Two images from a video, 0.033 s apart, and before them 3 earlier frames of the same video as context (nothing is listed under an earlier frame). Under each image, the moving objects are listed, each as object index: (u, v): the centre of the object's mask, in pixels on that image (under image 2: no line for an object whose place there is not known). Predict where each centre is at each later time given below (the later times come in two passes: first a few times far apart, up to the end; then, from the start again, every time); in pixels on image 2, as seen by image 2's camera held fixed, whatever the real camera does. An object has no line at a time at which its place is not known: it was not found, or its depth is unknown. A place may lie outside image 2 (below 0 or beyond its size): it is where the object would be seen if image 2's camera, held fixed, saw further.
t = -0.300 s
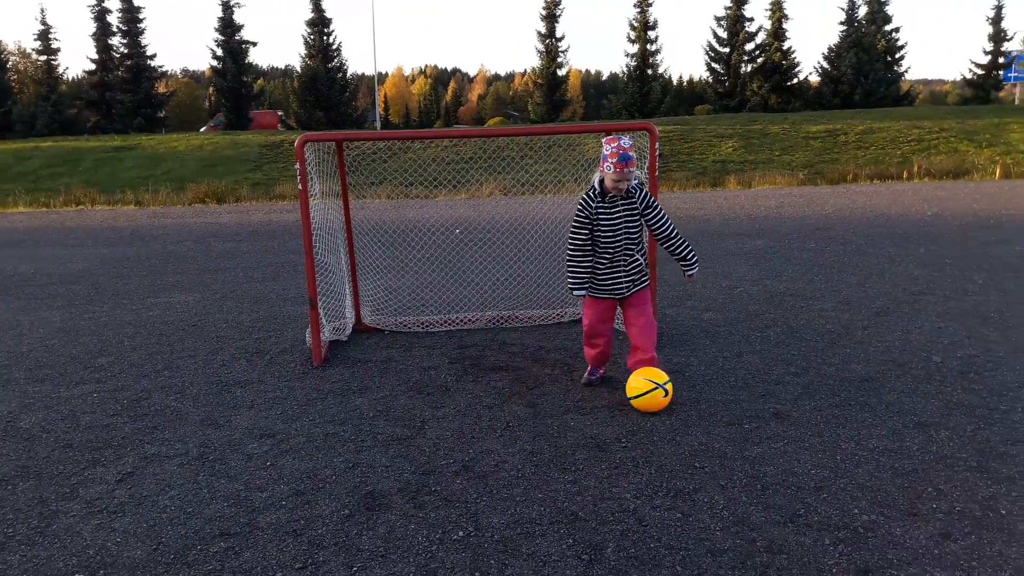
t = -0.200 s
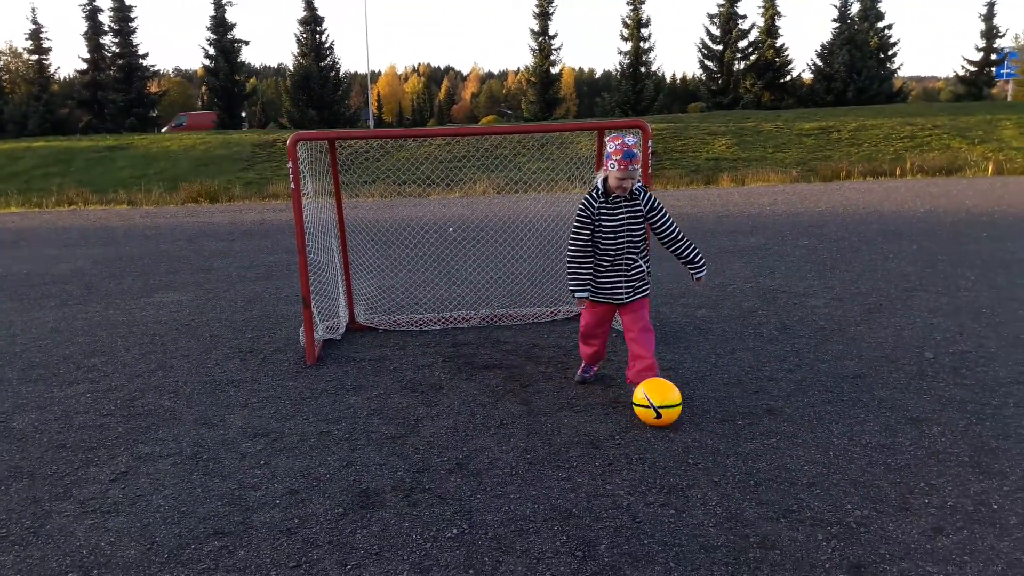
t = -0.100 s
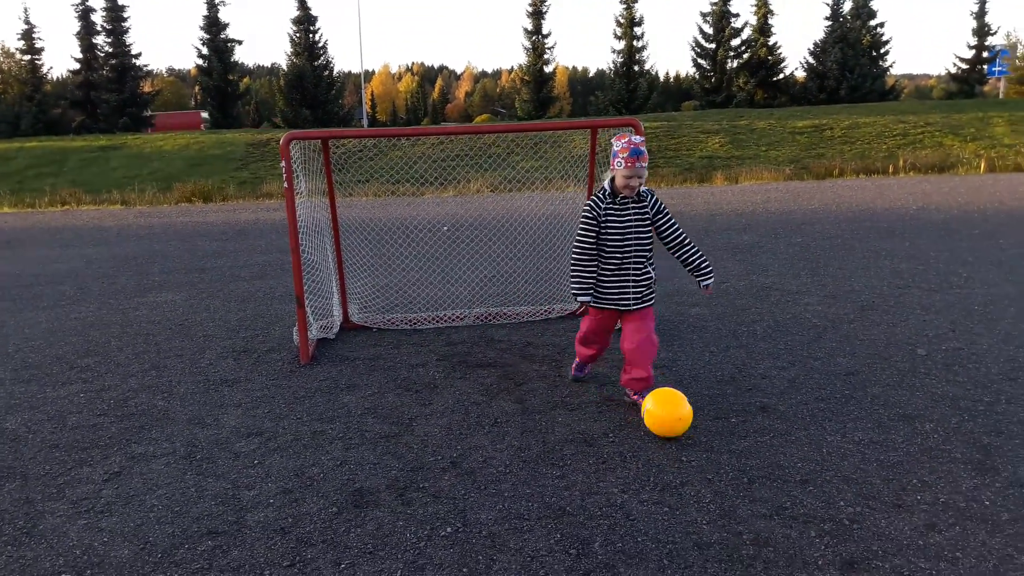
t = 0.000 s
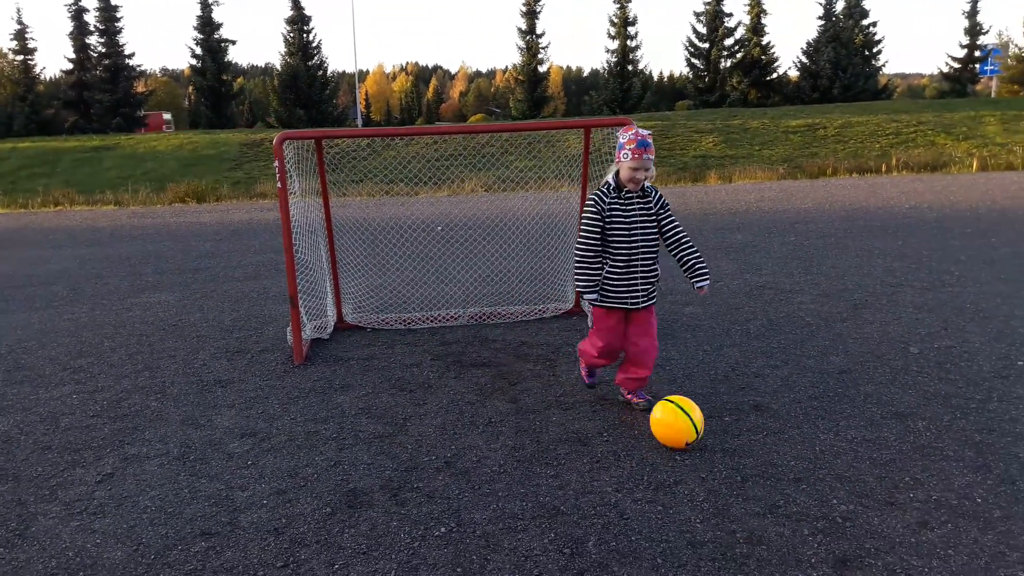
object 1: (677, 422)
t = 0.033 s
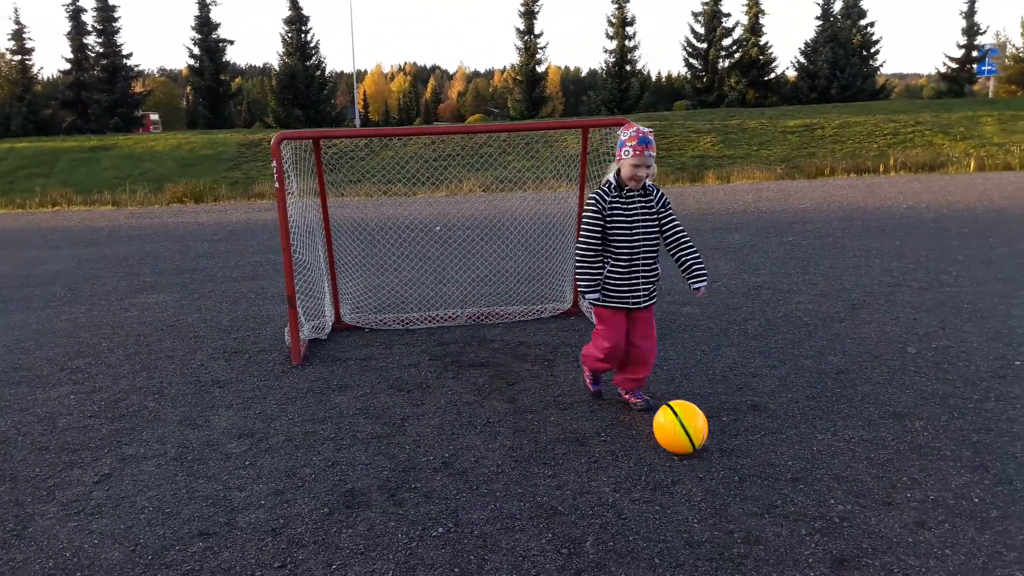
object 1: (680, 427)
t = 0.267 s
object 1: (725, 459)
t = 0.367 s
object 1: (748, 474)
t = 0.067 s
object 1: (686, 432)
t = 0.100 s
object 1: (692, 436)
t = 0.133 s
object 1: (698, 441)
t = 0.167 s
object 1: (704, 446)
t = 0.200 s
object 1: (711, 448)
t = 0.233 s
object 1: (718, 453)
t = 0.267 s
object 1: (725, 459)
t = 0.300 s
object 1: (733, 462)
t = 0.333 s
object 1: (740, 468)
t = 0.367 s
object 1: (748, 474)
